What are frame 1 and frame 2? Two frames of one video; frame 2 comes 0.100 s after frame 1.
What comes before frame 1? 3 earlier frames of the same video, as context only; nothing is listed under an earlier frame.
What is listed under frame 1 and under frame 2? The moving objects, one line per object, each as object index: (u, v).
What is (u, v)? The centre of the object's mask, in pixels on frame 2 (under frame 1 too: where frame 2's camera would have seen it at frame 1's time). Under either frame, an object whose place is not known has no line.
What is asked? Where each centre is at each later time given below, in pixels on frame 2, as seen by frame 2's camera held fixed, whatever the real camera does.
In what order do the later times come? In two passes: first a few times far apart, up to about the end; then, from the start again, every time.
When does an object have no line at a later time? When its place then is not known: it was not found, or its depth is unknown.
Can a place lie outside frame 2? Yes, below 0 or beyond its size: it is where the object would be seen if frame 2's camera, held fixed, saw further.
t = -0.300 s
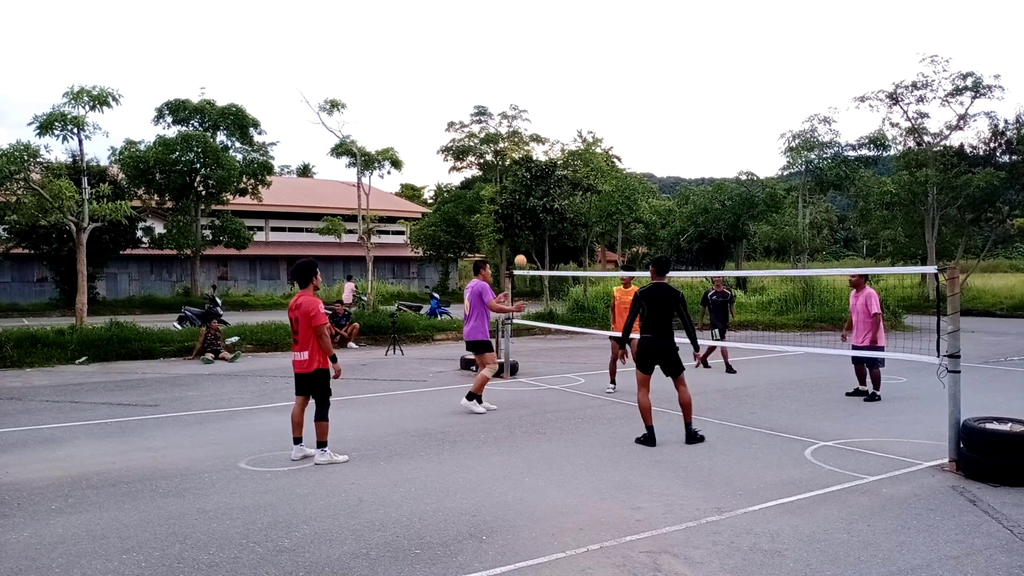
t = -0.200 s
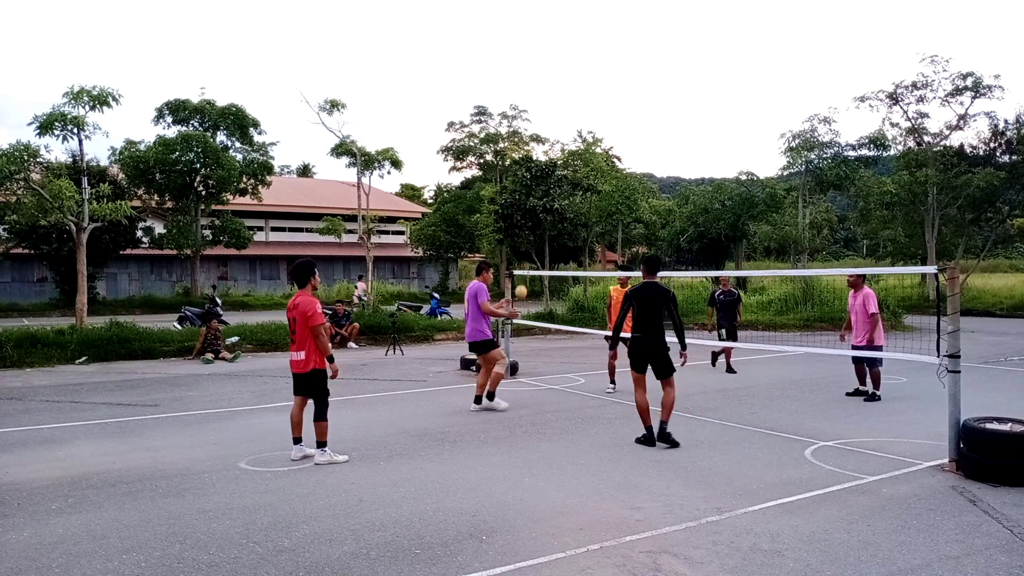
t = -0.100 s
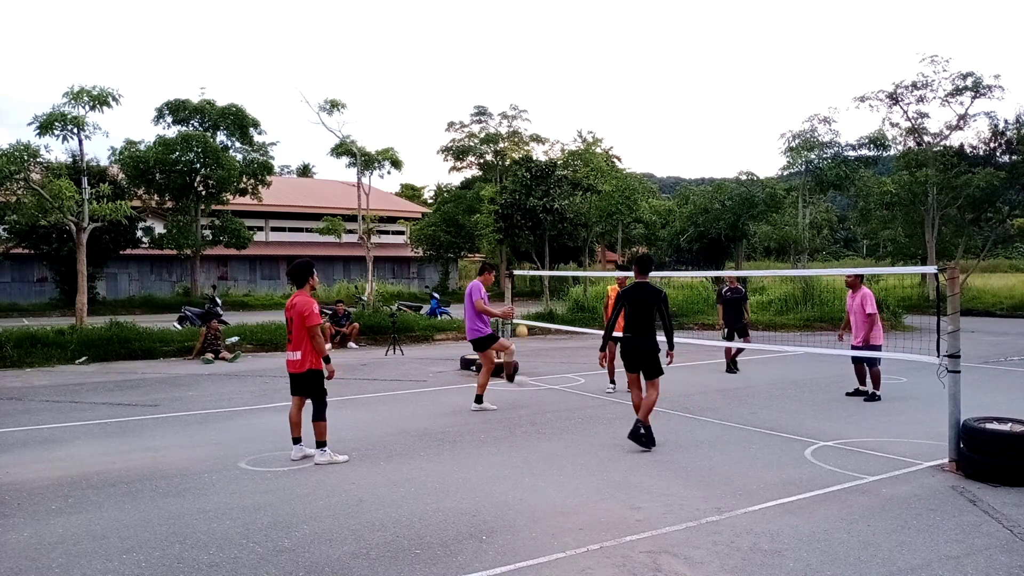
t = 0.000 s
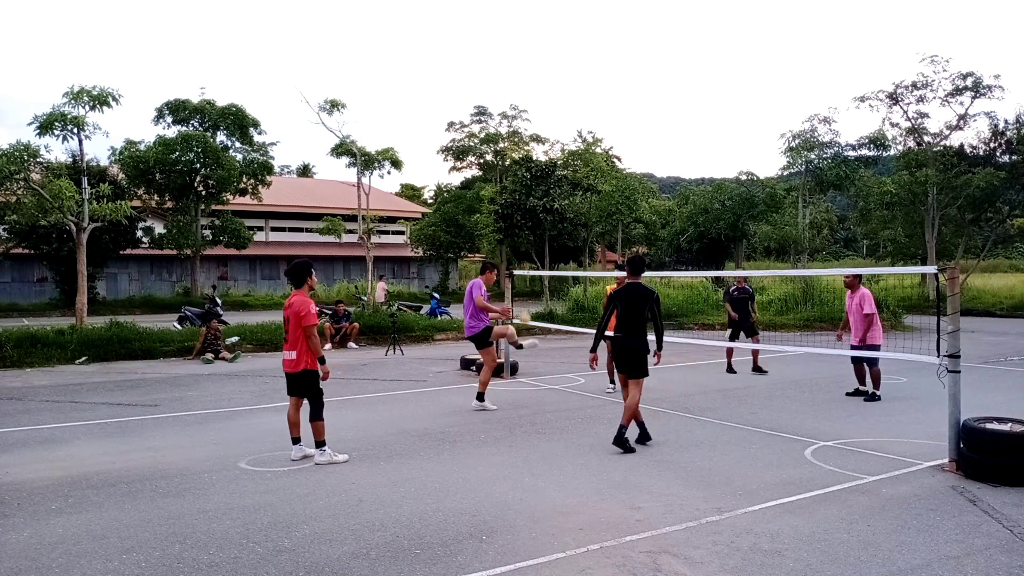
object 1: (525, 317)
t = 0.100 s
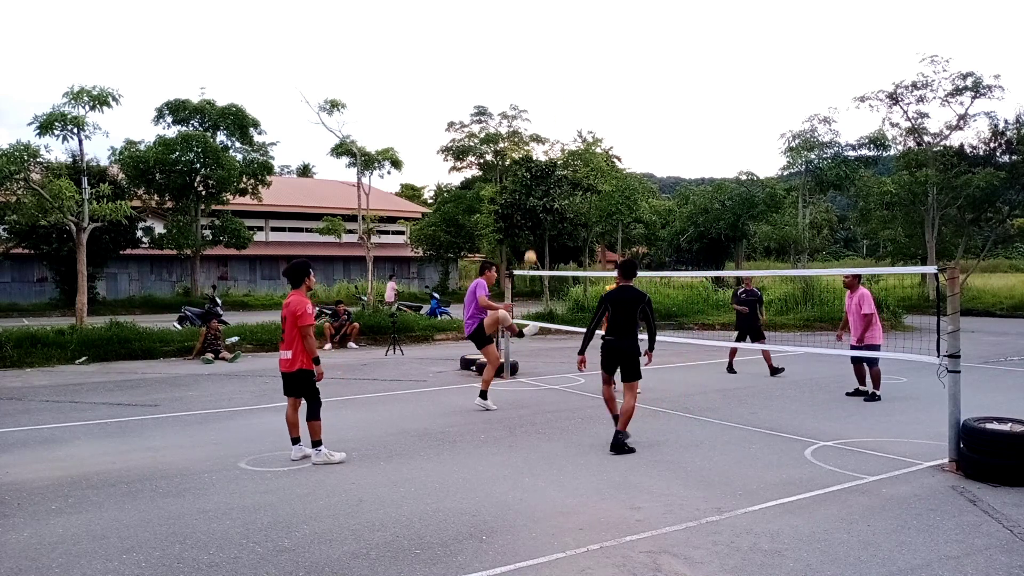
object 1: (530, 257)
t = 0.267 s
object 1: (539, 173)
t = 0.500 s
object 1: (553, 93)
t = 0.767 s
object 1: (569, 60)
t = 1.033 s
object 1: (587, 93)
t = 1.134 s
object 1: (594, 123)
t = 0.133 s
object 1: (532, 239)
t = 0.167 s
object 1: (534, 221)
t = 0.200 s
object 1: (535, 204)
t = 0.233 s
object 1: (537, 188)
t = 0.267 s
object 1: (539, 173)
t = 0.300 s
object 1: (541, 159)
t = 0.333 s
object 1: (543, 145)
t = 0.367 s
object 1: (545, 134)
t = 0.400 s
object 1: (547, 122)
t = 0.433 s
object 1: (549, 111)
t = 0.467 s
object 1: (551, 102)
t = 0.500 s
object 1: (553, 93)
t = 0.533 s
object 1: (555, 86)
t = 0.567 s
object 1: (557, 79)
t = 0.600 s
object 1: (559, 73)
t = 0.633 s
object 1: (561, 69)
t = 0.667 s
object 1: (563, 65)
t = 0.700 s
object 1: (565, 63)
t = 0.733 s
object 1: (567, 61)
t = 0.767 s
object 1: (569, 60)
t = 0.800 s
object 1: (571, 61)
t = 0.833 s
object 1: (574, 62)
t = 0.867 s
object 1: (576, 65)
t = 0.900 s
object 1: (578, 68)
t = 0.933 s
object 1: (580, 73)
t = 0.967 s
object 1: (582, 79)
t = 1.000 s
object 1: (584, 85)
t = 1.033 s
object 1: (587, 93)
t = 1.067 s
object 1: (589, 102)
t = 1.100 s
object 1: (591, 112)
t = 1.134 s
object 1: (594, 123)
